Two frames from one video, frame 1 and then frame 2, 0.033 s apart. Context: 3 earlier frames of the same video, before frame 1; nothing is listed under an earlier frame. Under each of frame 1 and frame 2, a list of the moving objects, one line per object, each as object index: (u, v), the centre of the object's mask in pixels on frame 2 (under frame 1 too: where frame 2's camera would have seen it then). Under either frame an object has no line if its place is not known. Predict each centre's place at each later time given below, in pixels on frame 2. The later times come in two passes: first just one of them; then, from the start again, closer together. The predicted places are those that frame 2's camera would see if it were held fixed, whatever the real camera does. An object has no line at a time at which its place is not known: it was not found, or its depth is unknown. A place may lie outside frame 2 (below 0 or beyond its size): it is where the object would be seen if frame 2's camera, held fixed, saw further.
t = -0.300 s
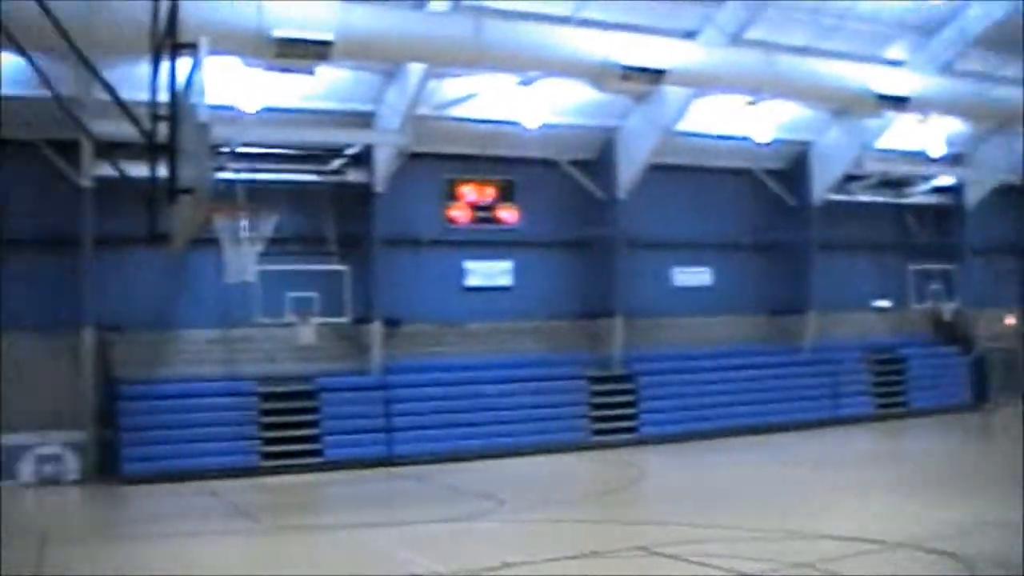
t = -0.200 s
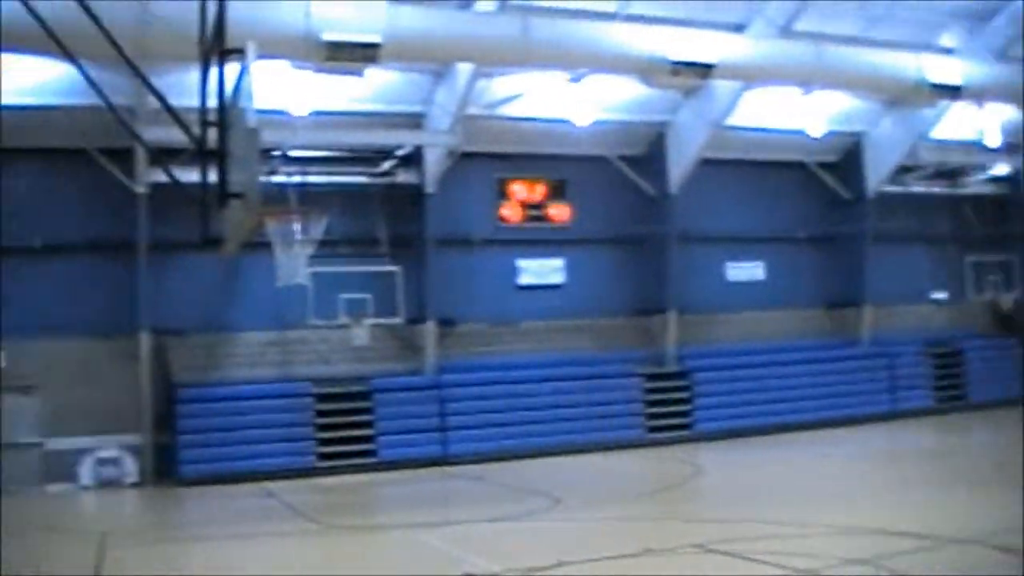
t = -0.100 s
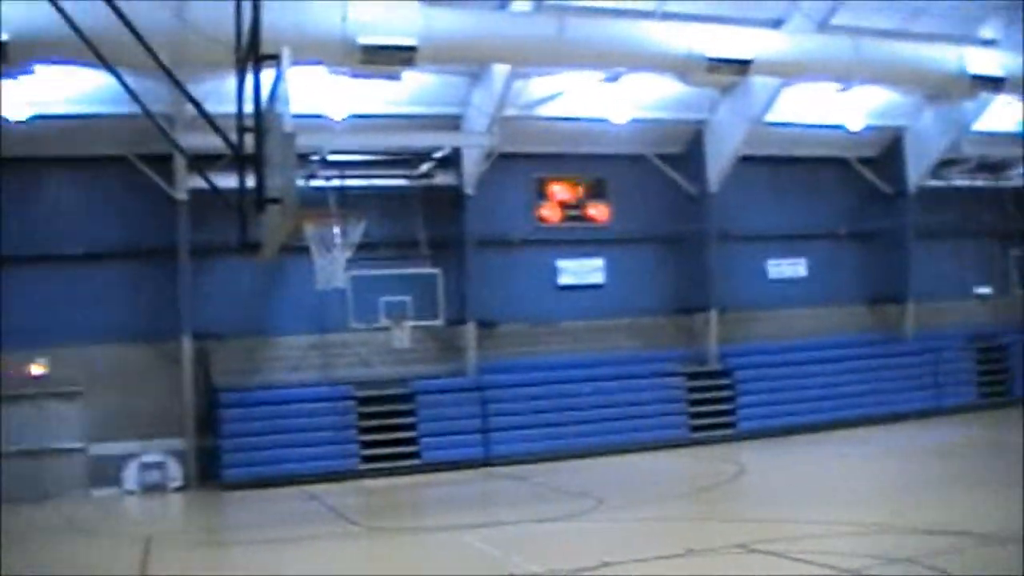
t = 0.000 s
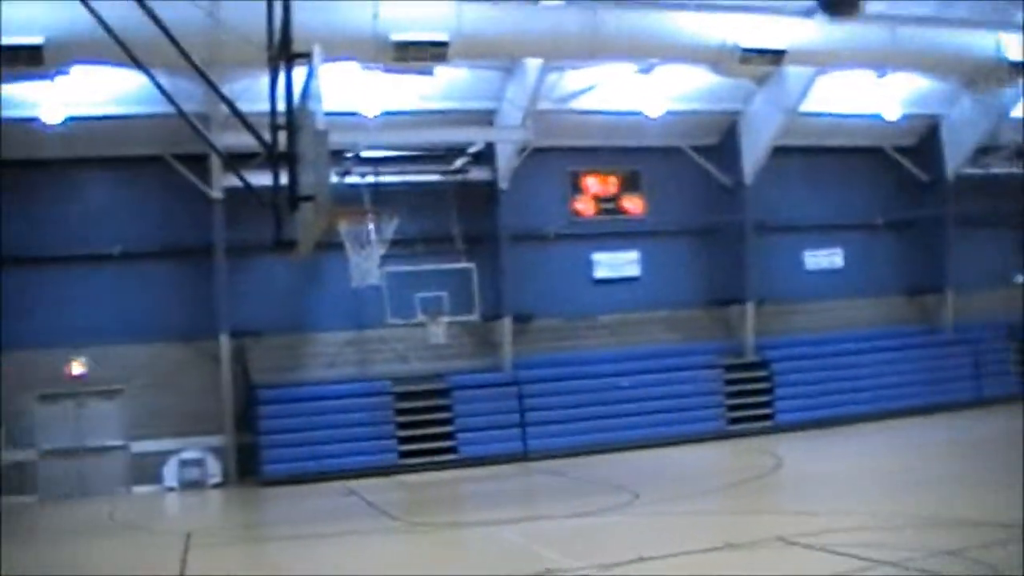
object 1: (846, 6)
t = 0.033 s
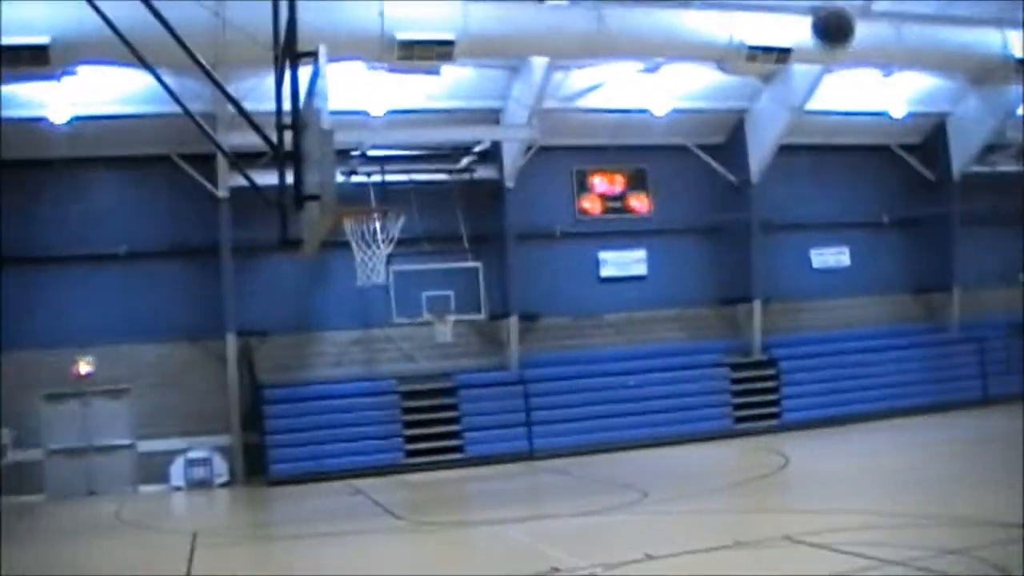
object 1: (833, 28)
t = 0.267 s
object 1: (760, 289)
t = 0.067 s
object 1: (822, 58)
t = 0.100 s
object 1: (810, 97)
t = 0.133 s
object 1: (801, 133)
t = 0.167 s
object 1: (790, 169)
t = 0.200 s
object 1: (782, 207)
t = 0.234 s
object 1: (770, 250)
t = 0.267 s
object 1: (760, 289)
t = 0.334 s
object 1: (741, 387)
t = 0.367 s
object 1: (732, 438)
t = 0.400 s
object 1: (722, 485)
